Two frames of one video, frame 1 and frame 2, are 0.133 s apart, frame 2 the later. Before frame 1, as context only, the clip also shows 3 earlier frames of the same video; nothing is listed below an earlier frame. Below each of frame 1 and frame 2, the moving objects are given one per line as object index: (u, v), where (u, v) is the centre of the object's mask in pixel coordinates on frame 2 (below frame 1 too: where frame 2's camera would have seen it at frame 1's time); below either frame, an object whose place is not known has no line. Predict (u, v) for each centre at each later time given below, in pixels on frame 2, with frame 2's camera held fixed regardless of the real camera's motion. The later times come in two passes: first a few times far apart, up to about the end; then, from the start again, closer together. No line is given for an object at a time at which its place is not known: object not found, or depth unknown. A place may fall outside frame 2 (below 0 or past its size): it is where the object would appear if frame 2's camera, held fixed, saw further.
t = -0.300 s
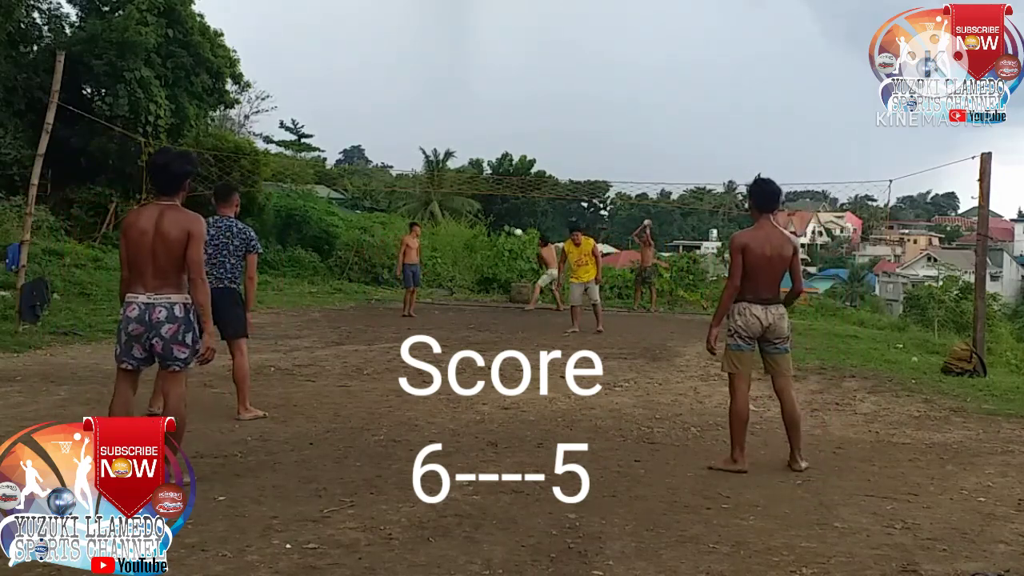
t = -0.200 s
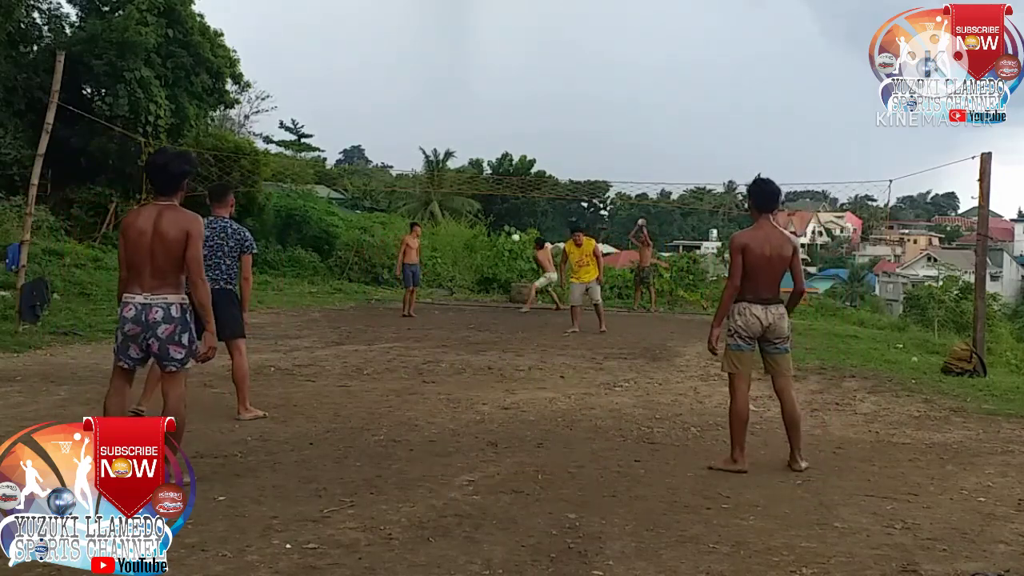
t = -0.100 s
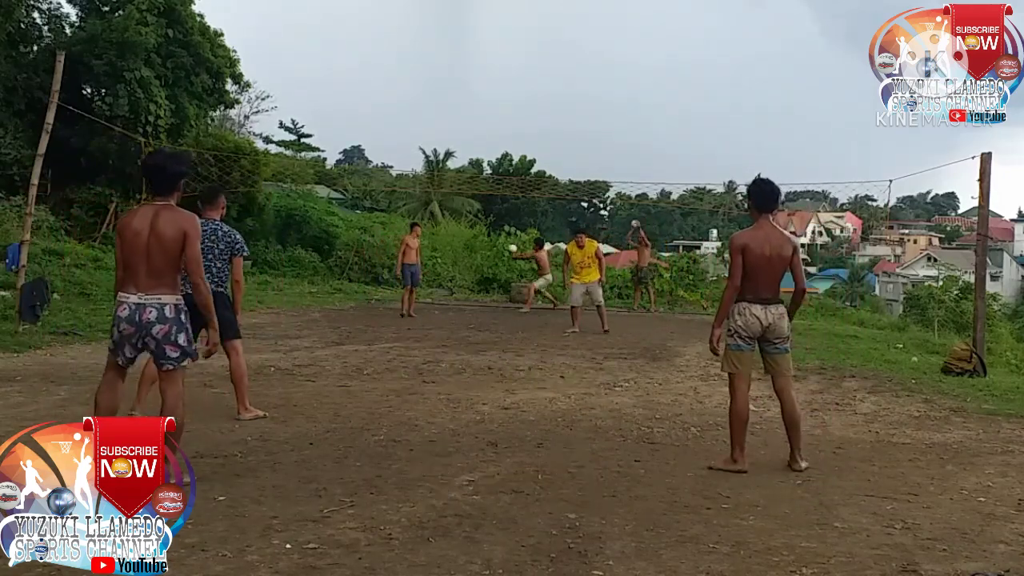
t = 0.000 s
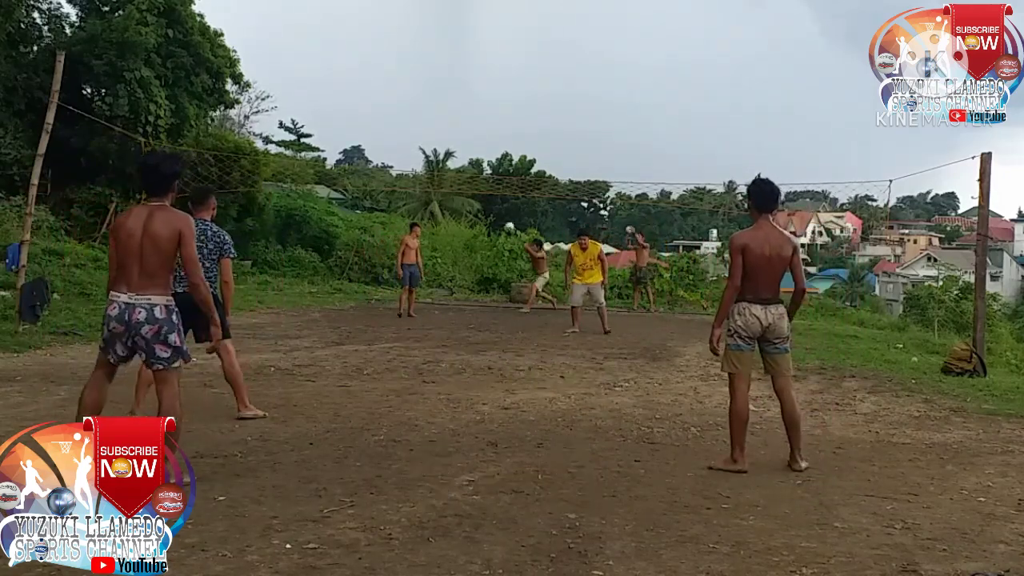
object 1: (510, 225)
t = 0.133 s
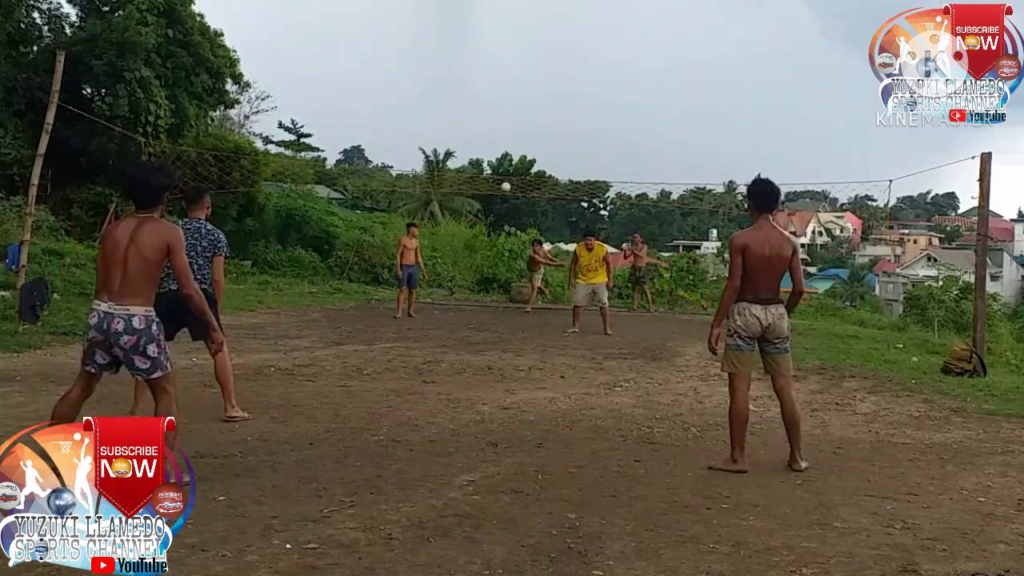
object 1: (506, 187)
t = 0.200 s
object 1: (503, 168)
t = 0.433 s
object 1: (492, 123)
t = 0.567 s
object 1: (484, 111)
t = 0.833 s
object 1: (459, 128)
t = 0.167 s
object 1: (505, 177)
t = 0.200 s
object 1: (503, 168)
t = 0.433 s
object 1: (492, 123)
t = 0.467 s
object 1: (490, 120)
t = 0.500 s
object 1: (488, 116)
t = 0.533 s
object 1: (486, 114)
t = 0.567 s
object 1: (484, 111)
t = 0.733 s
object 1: (470, 114)
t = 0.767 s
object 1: (467, 118)
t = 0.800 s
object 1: (463, 122)
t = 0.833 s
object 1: (459, 128)
